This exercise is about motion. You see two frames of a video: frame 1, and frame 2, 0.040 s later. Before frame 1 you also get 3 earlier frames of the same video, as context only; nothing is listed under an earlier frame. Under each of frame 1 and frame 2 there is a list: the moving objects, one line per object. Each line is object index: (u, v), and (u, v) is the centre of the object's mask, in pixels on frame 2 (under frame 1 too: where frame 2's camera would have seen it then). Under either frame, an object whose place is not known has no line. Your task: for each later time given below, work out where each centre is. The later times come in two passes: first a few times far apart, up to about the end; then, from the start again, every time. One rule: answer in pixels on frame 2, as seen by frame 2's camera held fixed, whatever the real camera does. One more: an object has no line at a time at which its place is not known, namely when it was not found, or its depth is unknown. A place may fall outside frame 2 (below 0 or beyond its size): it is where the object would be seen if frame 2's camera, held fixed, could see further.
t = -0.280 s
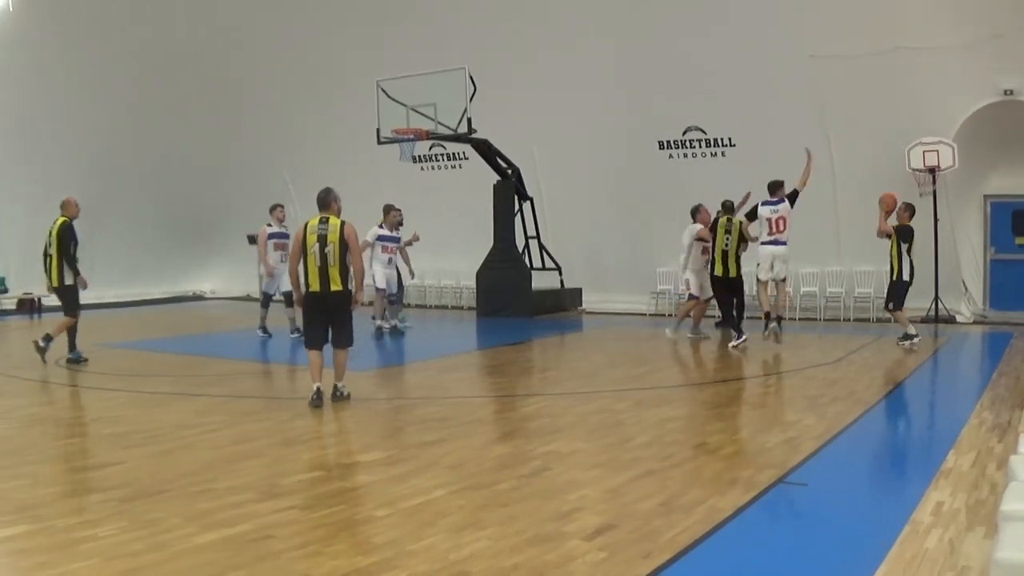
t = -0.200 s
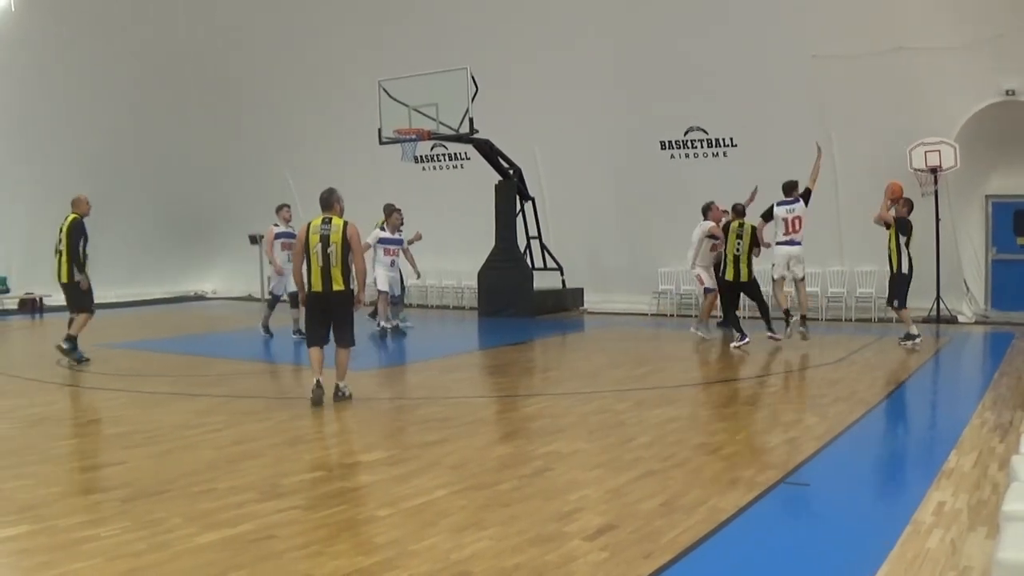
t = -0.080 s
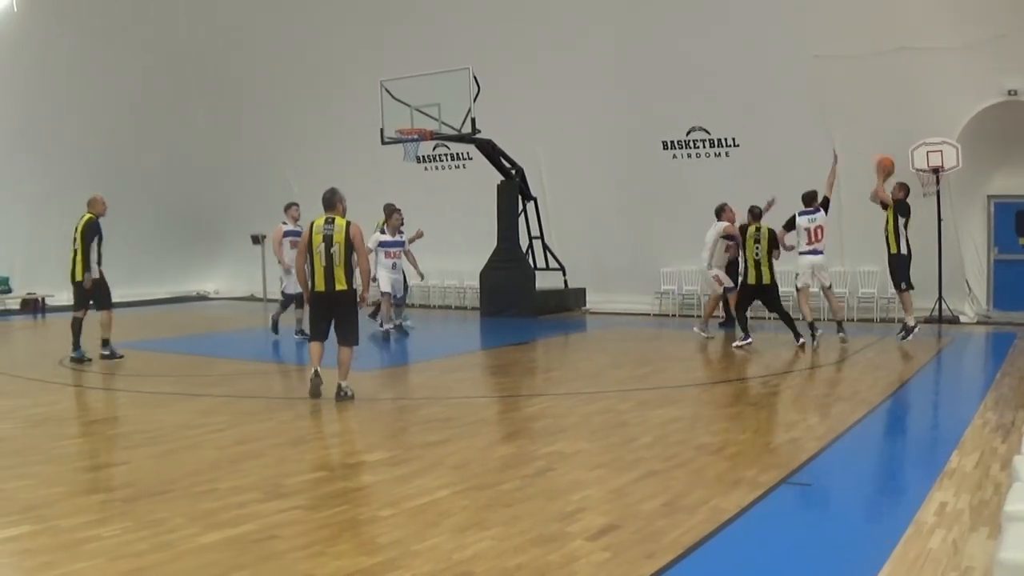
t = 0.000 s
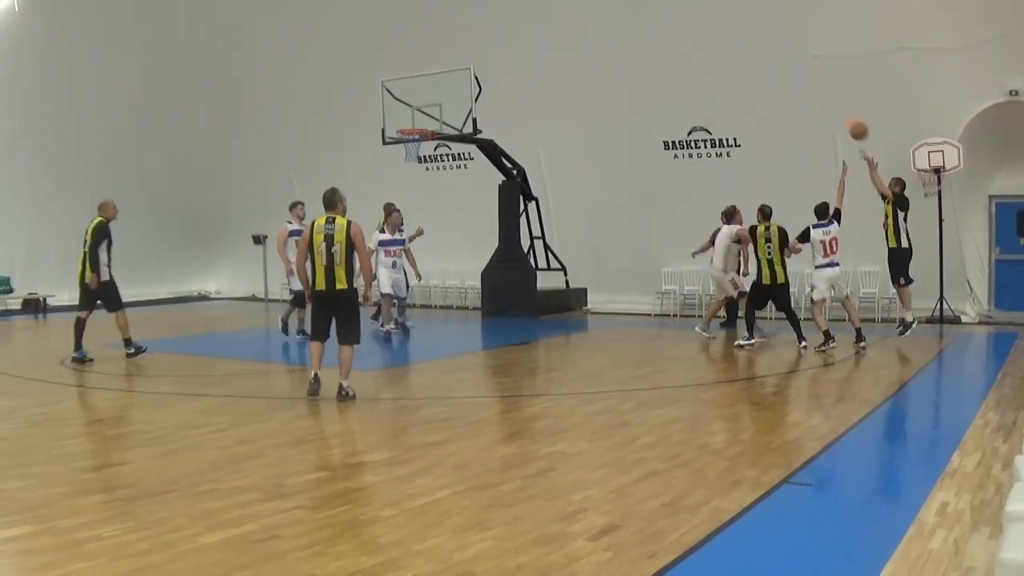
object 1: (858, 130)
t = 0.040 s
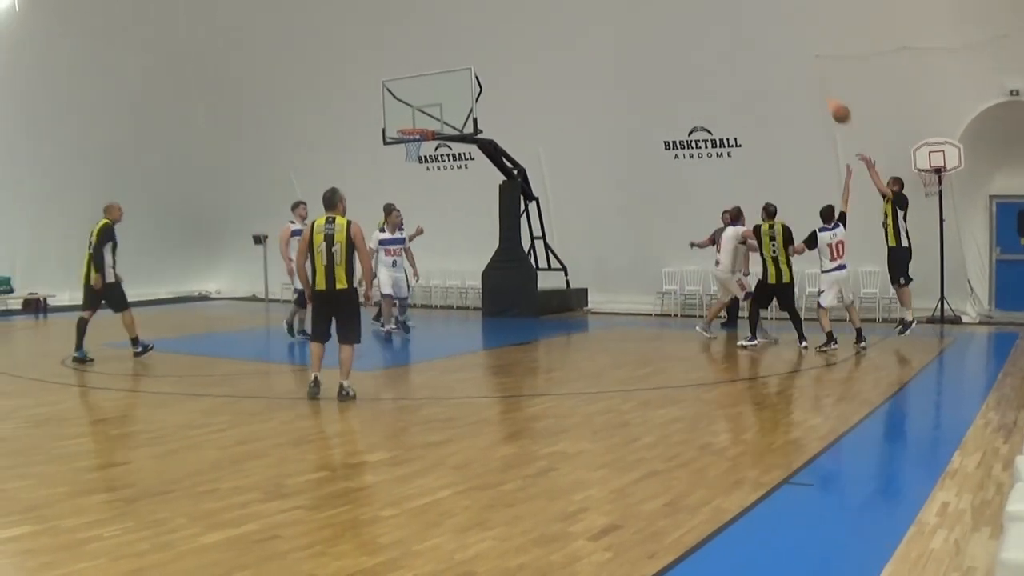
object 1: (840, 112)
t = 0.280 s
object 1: (737, 41)
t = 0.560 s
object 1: (625, 14)
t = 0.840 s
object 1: (527, 42)
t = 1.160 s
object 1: (432, 119)
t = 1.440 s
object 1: (457, 53)
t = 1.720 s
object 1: (484, 36)
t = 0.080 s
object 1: (822, 97)
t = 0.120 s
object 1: (805, 83)
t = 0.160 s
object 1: (788, 71)
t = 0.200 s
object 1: (770, 59)
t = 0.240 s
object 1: (753, 49)
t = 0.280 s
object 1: (737, 41)
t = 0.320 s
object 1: (719, 34)
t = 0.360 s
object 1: (703, 27)
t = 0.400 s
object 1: (688, 22)
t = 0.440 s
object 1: (672, 19)
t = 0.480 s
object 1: (656, 16)
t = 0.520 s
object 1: (641, 15)
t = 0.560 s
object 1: (625, 14)
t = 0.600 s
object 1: (611, 15)
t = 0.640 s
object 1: (597, 17)
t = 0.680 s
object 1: (582, 20)
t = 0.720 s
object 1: (568, 24)
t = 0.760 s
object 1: (554, 28)
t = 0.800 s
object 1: (540, 34)
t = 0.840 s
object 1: (527, 42)
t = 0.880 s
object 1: (513, 49)
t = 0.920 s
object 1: (500, 58)
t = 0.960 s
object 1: (487, 68)
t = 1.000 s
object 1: (474, 78)
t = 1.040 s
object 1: (462, 90)
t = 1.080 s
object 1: (450, 103)
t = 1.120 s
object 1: (438, 116)
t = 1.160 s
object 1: (432, 119)
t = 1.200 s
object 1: (436, 106)
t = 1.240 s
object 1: (439, 95)
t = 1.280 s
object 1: (443, 85)
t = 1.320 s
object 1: (446, 75)
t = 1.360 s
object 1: (450, 66)
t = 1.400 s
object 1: (453, 59)
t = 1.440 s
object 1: (457, 53)
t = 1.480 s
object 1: (461, 47)
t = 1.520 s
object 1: (464, 43)
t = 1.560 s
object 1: (468, 39)
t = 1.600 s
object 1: (472, 37)
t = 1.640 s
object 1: (476, 35)
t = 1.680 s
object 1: (480, 35)
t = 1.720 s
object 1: (484, 36)
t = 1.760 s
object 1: (488, 38)
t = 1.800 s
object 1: (492, 41)
